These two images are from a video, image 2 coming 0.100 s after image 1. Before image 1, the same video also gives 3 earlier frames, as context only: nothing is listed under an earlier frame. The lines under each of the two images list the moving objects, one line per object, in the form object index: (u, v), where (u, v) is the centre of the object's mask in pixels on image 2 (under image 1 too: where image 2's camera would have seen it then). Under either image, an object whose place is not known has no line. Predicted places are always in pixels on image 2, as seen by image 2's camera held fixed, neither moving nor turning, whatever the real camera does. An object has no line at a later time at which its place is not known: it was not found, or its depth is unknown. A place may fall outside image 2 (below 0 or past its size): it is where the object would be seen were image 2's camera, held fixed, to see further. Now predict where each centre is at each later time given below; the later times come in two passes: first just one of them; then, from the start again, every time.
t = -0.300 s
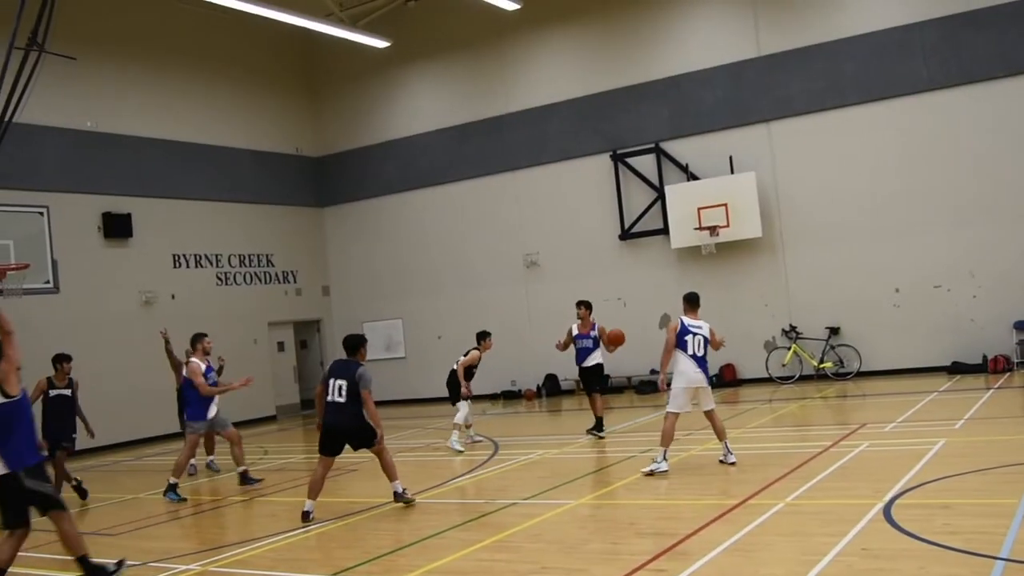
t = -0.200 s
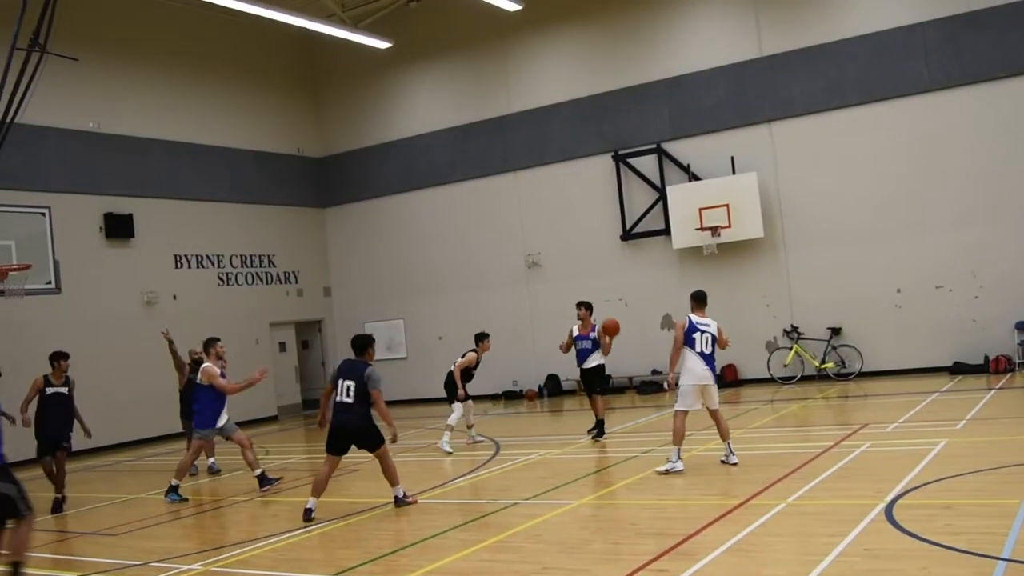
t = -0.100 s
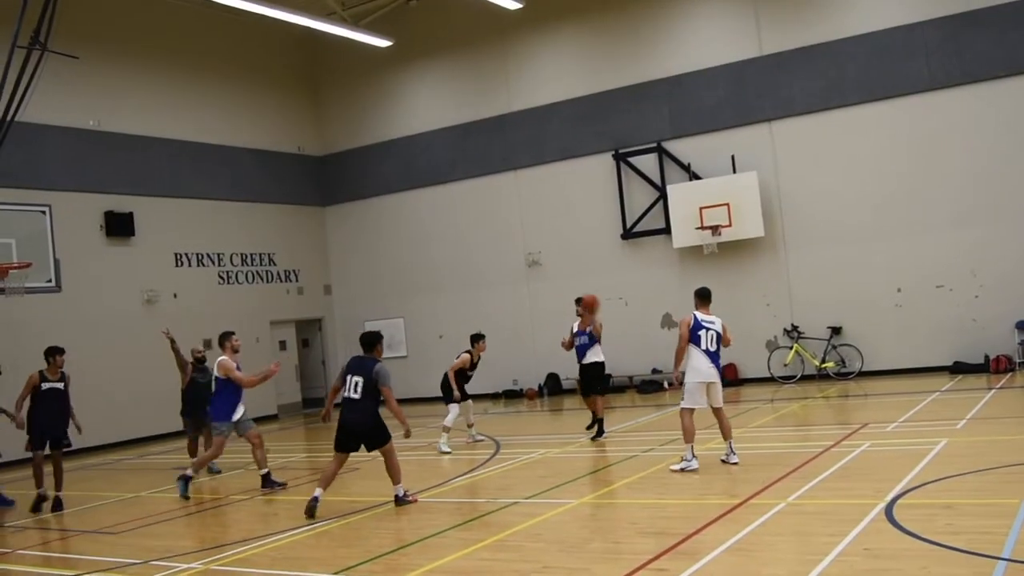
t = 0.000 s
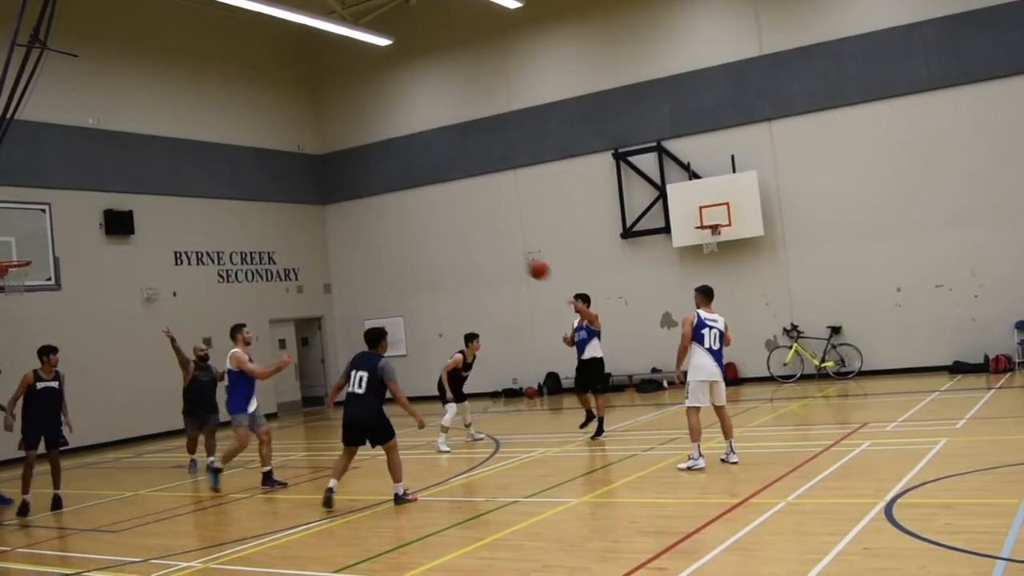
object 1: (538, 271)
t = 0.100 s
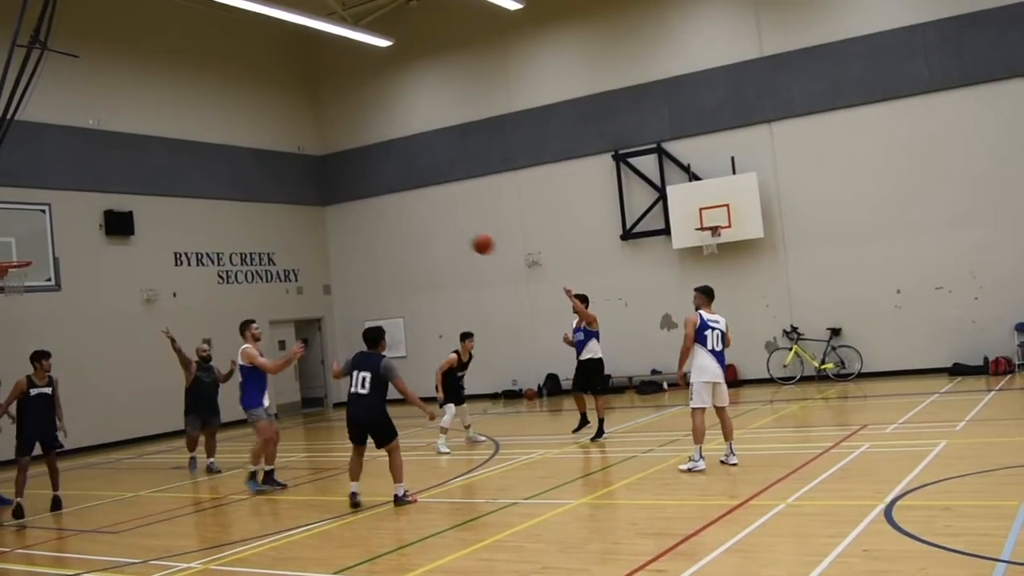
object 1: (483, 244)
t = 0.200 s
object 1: (422, 223)
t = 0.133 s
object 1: (463, 236)
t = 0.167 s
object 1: (443, 229)
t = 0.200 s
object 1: (422, 223)
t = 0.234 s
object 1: (401, 217)
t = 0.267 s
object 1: (378, 212)
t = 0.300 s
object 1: (355, 208)
